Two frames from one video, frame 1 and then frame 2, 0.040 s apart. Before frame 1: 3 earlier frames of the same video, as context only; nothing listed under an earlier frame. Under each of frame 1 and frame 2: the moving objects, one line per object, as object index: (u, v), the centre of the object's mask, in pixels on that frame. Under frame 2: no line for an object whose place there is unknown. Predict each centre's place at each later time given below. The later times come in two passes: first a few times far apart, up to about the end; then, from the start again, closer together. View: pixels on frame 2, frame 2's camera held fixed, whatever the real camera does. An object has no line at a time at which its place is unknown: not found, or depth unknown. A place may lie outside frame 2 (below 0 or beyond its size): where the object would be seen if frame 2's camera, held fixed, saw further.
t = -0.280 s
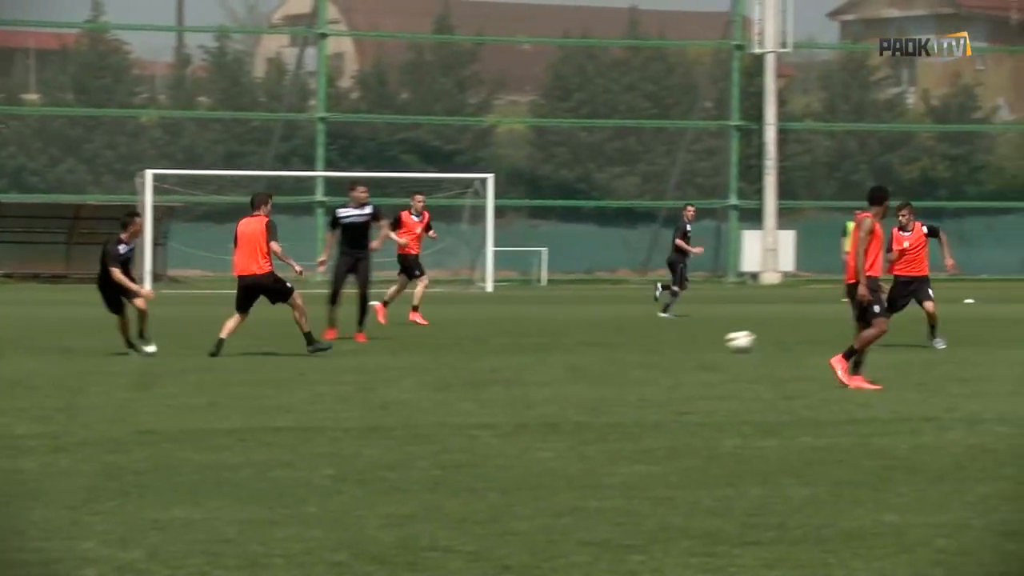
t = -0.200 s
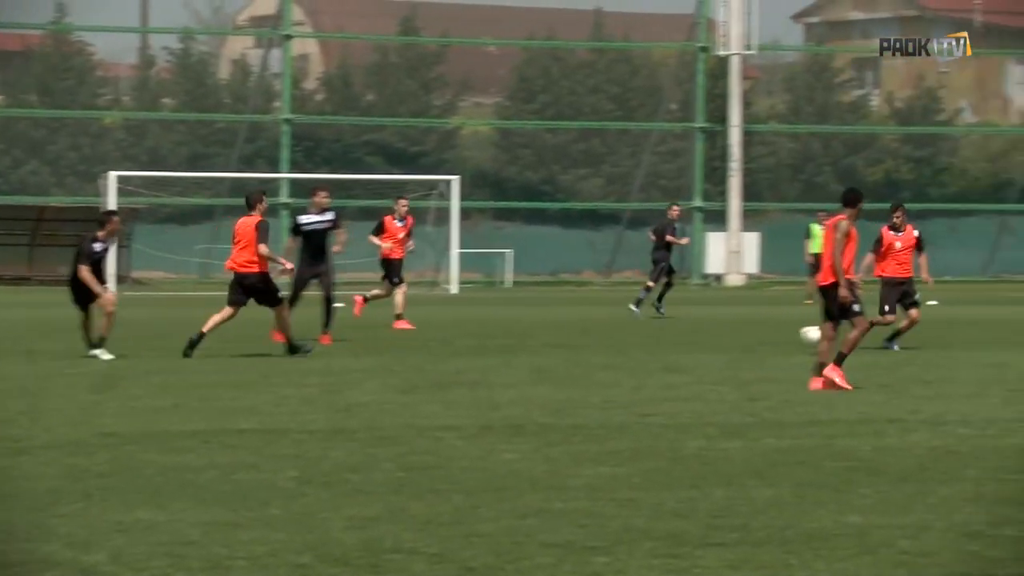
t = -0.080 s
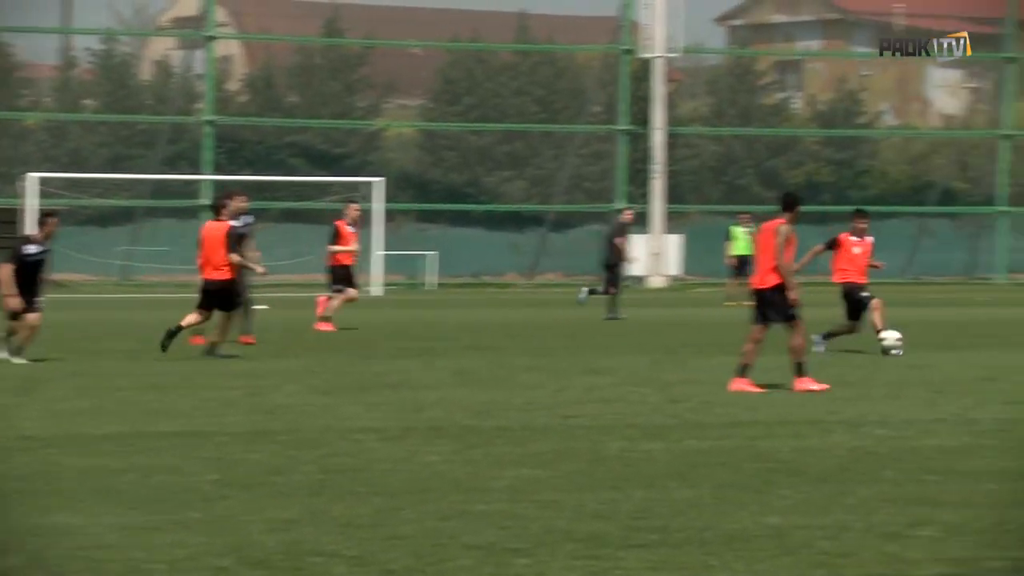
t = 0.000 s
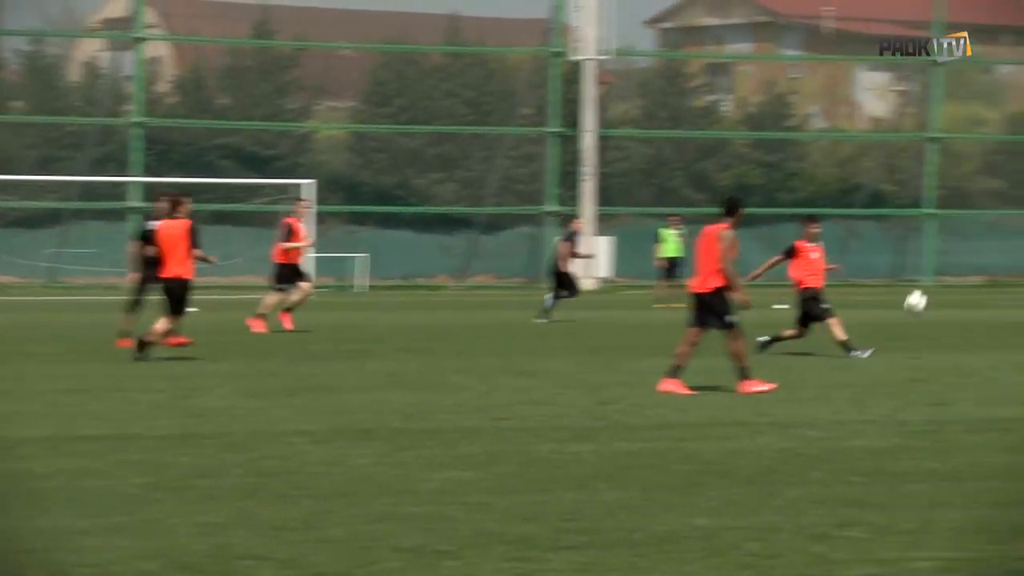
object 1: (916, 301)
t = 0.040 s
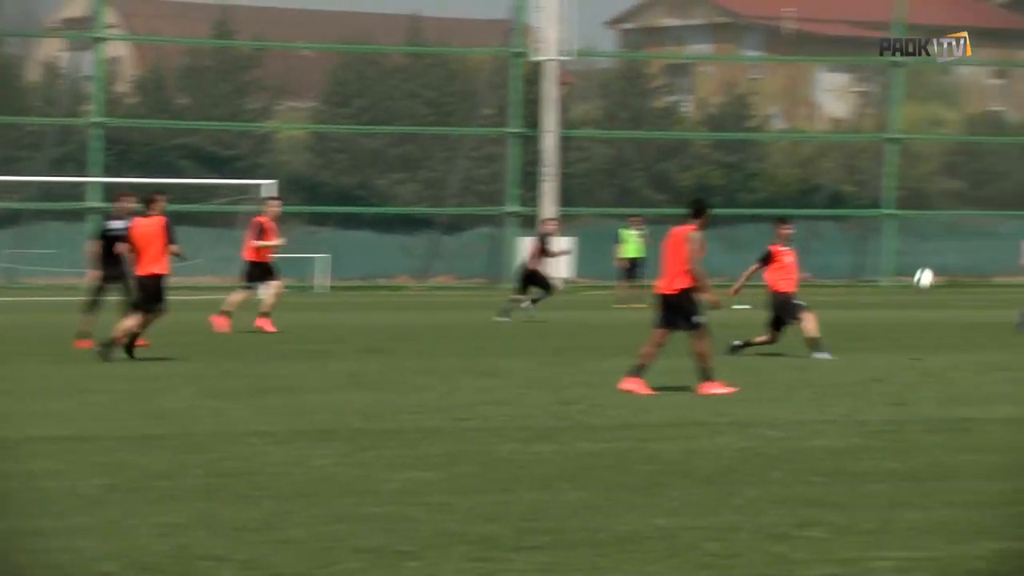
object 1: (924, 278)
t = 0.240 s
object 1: (1189, 177)
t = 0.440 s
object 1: (1494, 99)
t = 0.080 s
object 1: (975, 257)
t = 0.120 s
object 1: (1027, 236)
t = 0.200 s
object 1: (1133, 196)
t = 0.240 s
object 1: (1189, 177)
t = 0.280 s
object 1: (1246, 160)
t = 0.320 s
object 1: (1305, 143)
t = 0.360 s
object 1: (1366, 128)
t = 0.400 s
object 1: (1429, 113)
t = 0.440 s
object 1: (1494, 99)
